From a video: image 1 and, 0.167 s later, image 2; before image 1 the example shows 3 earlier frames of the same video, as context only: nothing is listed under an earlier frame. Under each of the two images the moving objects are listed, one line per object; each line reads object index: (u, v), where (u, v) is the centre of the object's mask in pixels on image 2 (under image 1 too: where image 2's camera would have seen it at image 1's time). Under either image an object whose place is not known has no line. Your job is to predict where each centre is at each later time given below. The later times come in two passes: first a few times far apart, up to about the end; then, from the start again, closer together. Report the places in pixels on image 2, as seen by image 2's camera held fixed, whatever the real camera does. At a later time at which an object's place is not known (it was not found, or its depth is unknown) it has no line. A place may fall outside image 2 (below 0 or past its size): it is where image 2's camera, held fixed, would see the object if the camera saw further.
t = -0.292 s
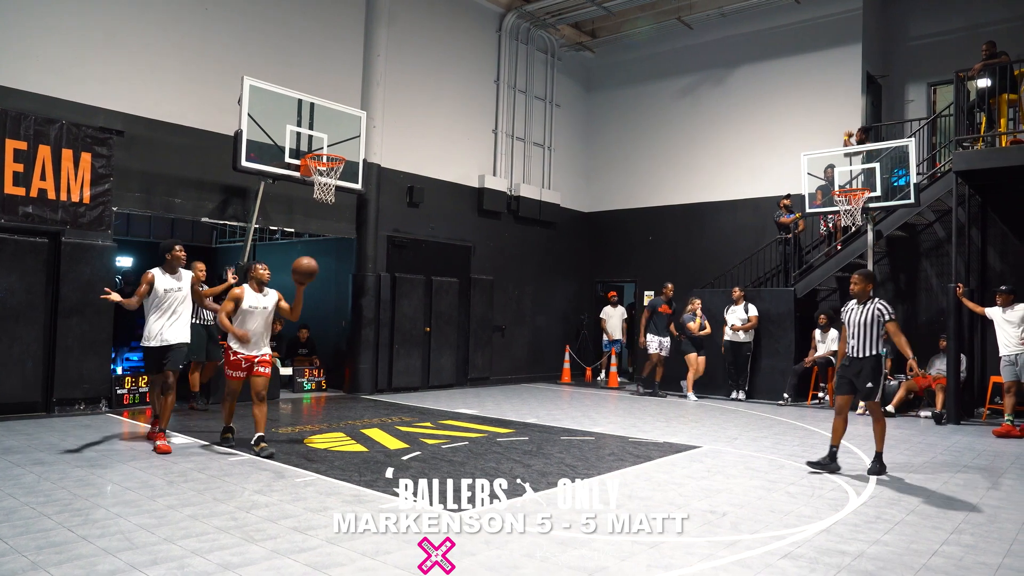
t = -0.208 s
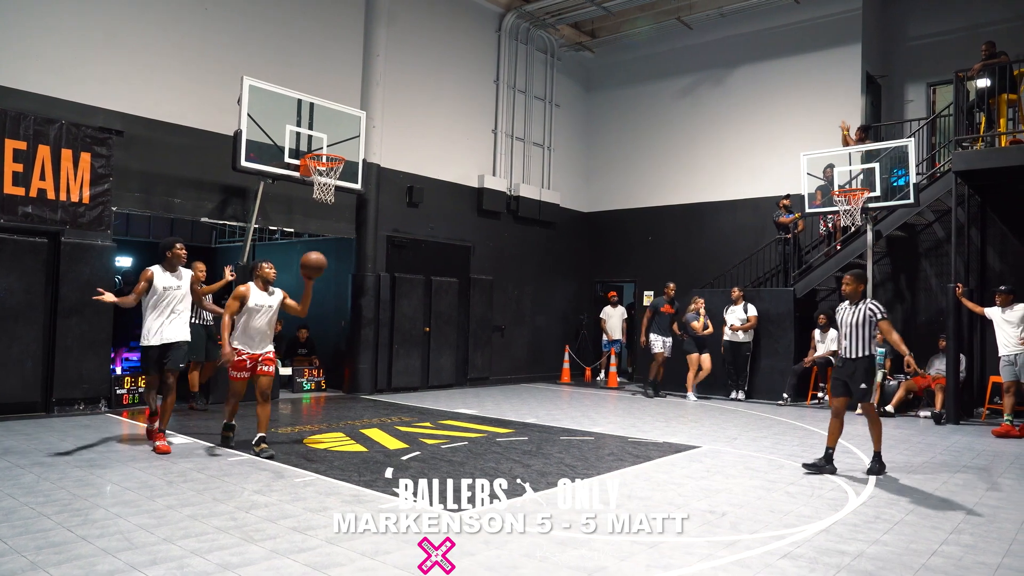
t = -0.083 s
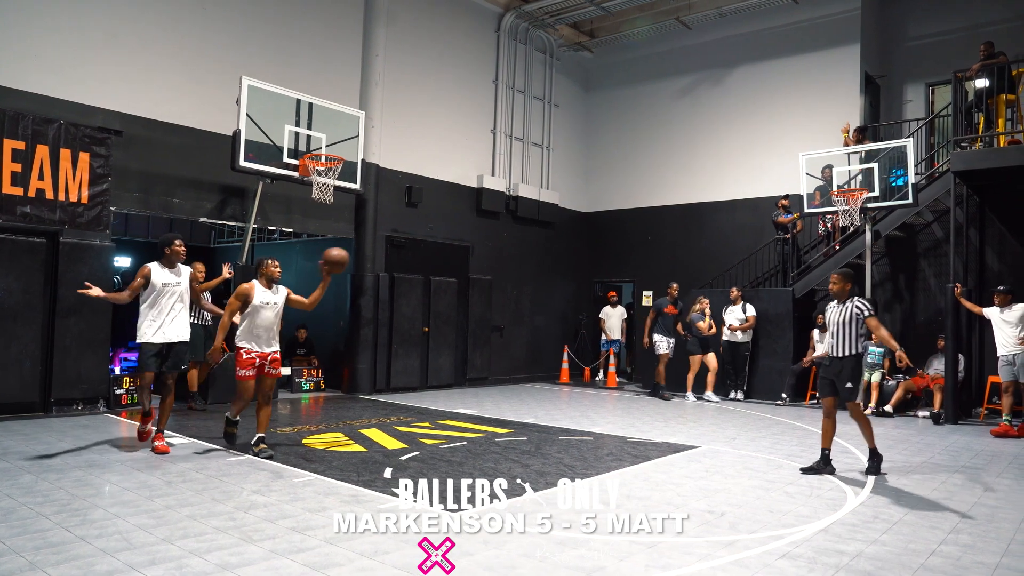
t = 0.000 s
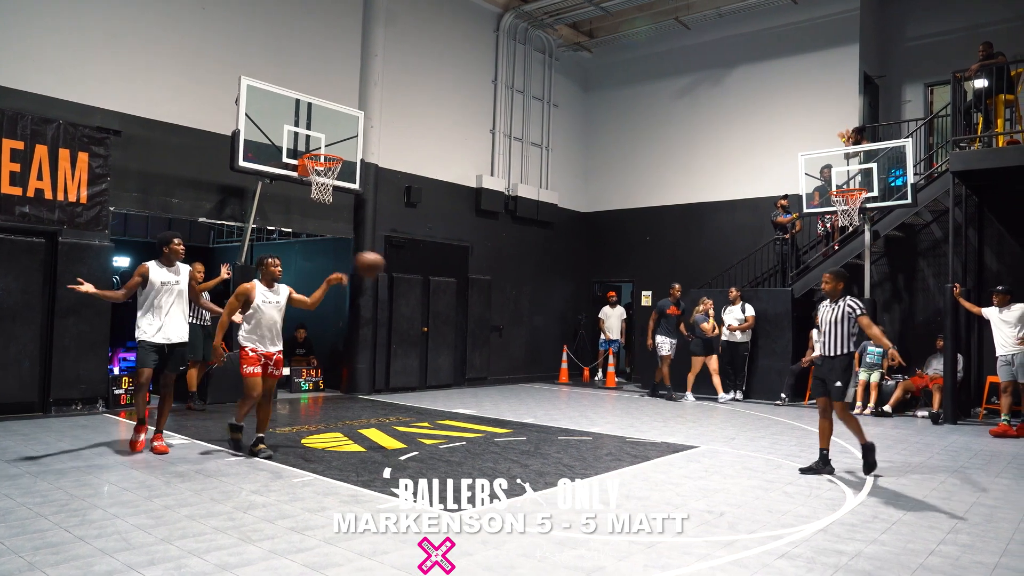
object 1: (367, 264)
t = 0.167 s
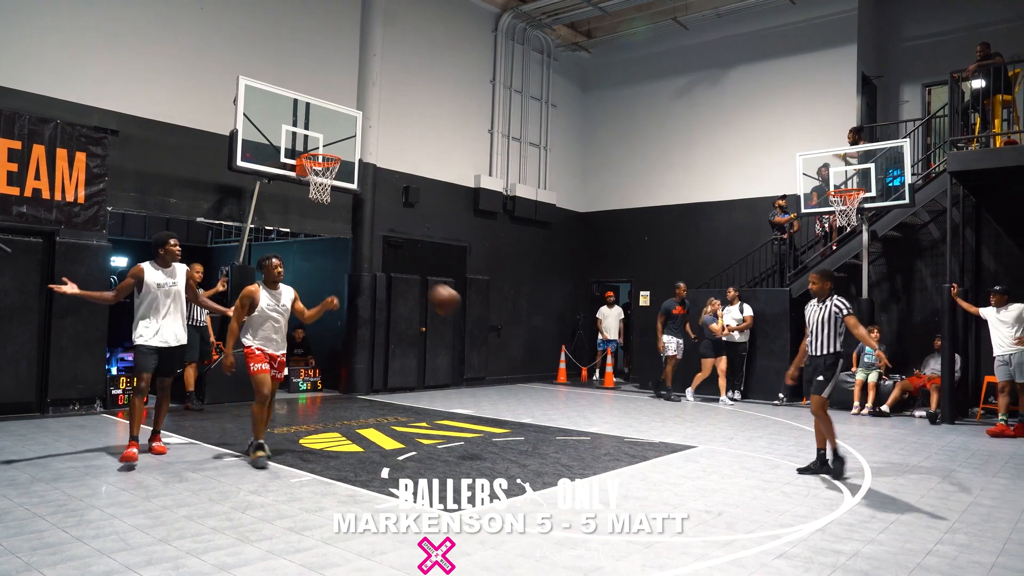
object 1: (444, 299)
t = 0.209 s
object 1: (463, 314)
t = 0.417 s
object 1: (565, 416)
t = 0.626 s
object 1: (632, 400)
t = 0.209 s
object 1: (463, 314)
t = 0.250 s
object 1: (483, 329)
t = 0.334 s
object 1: (524, 368)
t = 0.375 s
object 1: (543, 390)
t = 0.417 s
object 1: (565, 416)
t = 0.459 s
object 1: (586, 446)
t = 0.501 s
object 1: (601, 453)
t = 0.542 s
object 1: (611, 434)
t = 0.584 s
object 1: (622, 416)
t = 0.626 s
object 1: (632, 400)
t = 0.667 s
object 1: (642, 385)
